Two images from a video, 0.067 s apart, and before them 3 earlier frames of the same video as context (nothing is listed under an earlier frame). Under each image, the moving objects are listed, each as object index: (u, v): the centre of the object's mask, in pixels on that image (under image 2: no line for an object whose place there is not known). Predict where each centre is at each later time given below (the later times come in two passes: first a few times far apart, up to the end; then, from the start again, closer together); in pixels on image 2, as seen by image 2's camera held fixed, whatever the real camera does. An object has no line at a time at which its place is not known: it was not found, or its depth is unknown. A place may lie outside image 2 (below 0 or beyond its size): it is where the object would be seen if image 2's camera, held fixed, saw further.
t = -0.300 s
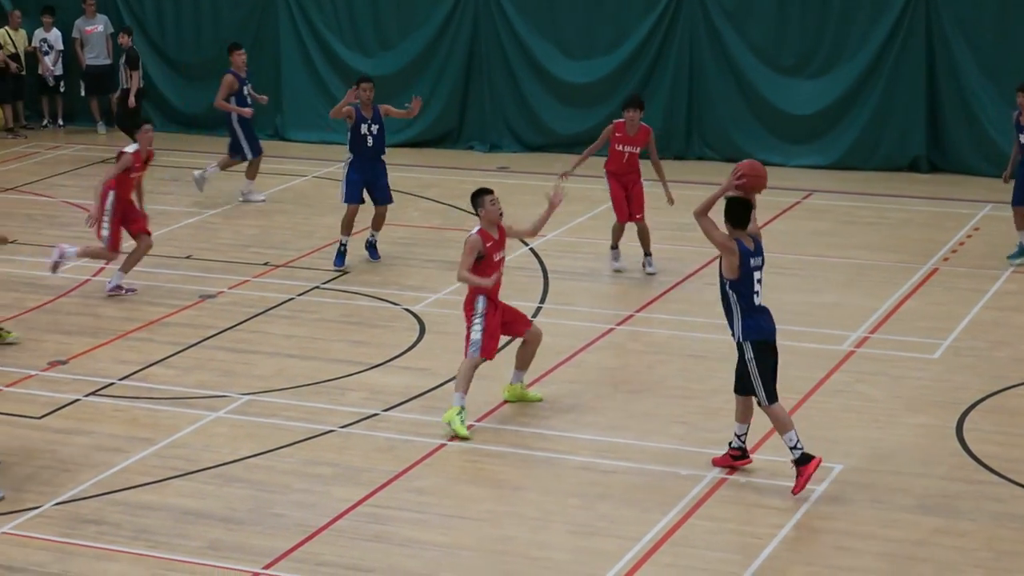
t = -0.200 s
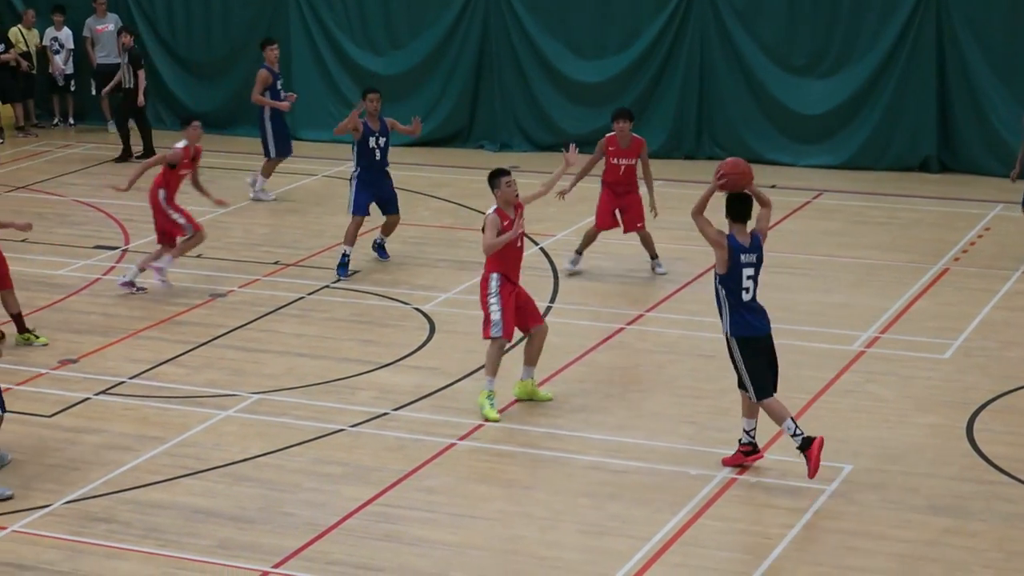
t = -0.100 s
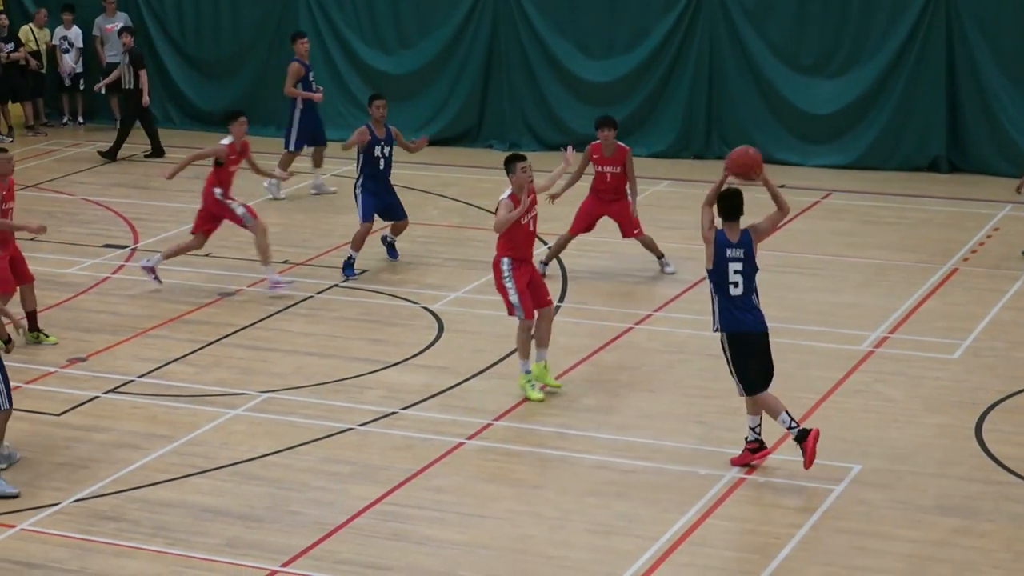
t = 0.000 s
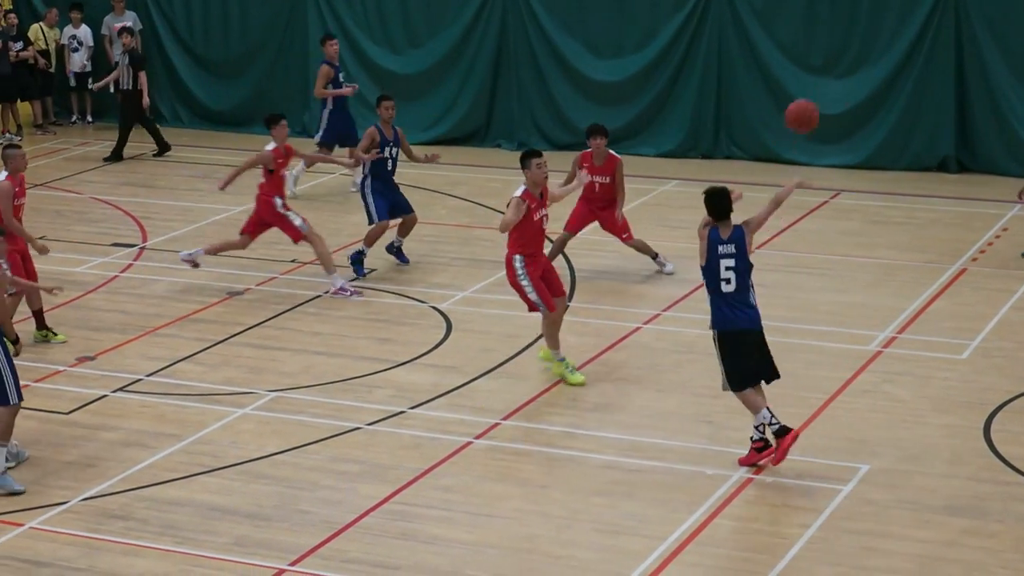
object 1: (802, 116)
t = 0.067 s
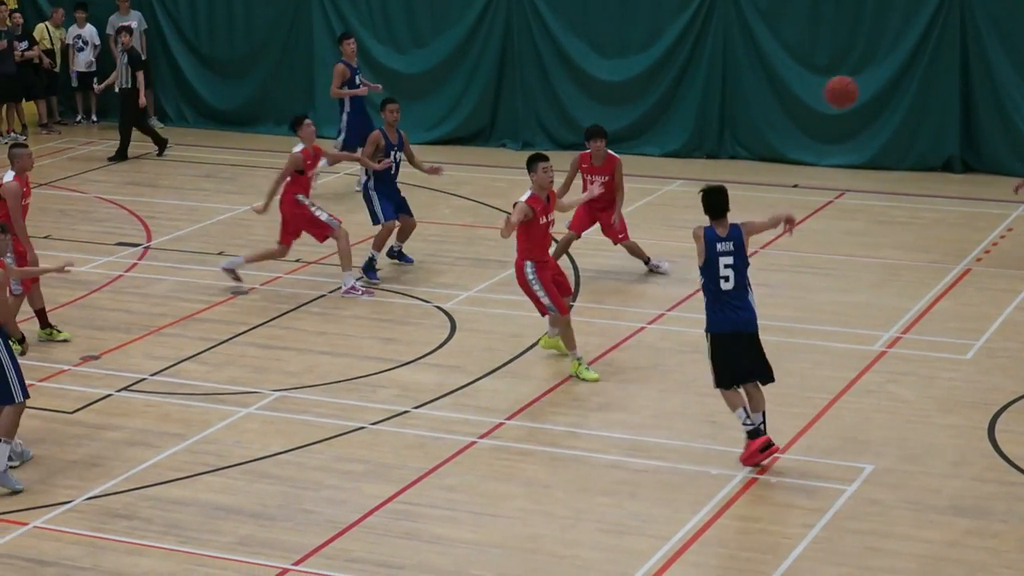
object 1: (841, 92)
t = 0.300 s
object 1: (945, 60)
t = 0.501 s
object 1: (1014, 84)
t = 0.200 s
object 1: (904, 66)
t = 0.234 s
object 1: (918, 62)
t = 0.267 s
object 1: (932, 61)
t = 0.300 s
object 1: (945, 60)
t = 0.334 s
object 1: (958, 61)
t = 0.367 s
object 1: (971, 64)
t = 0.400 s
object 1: (983, 67)
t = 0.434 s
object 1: (995, 71)
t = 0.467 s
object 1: (1006, 77)
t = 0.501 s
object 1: (1014, 84)
